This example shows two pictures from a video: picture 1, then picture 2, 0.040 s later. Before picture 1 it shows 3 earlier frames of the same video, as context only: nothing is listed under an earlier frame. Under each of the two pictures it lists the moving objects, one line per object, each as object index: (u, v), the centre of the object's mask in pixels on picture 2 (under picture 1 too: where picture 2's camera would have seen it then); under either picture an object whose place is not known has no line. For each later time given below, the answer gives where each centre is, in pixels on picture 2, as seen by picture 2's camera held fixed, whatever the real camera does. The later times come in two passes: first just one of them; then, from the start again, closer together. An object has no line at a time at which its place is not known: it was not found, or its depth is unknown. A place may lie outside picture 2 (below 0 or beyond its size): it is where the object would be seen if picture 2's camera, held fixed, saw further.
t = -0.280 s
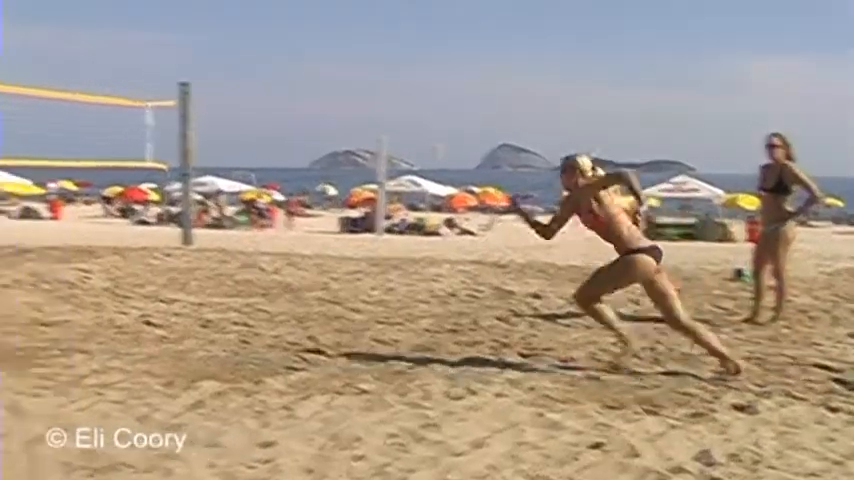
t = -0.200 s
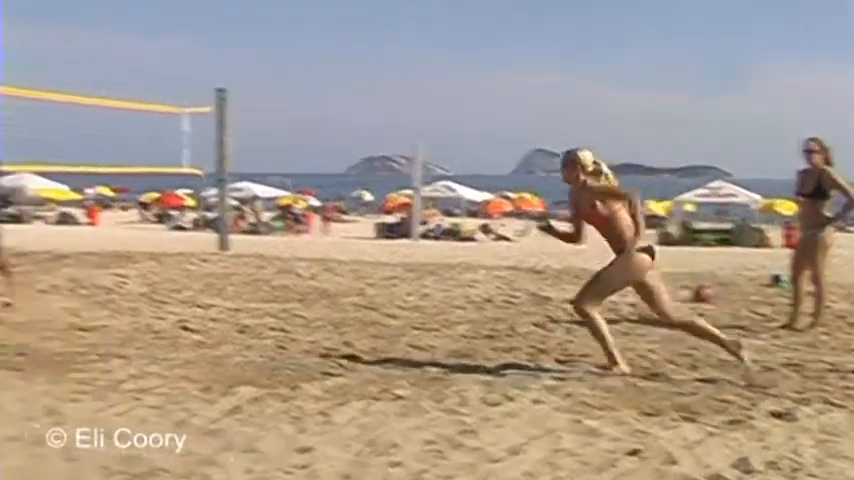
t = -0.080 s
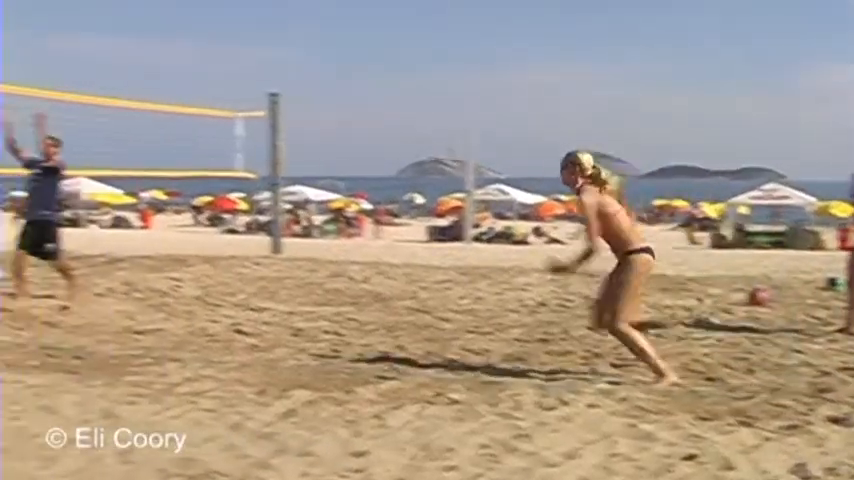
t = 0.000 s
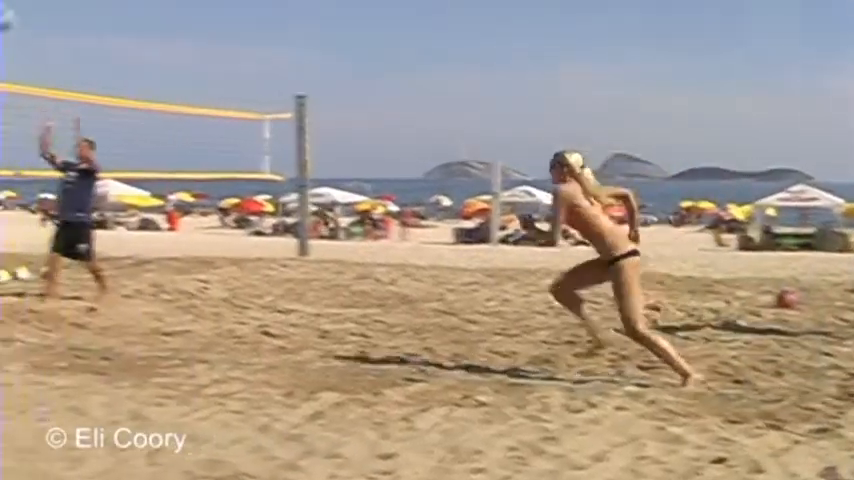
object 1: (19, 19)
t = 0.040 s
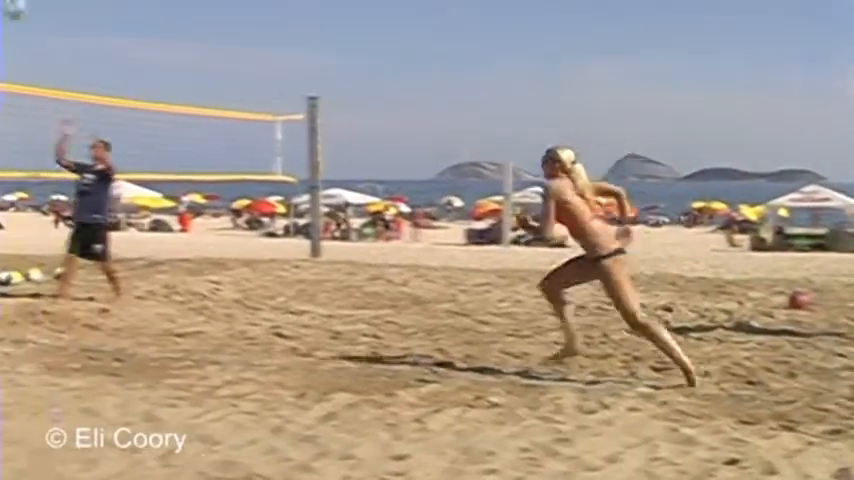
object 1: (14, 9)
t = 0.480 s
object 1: (14, -15)
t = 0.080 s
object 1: (15, 3)
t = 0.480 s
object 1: (14, -15)
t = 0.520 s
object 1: (14, -11)
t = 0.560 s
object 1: (12, -5)
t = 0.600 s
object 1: (13, 5)
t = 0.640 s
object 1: (12, 17)
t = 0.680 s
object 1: (12, 31)
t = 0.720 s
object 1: (12, 47)
